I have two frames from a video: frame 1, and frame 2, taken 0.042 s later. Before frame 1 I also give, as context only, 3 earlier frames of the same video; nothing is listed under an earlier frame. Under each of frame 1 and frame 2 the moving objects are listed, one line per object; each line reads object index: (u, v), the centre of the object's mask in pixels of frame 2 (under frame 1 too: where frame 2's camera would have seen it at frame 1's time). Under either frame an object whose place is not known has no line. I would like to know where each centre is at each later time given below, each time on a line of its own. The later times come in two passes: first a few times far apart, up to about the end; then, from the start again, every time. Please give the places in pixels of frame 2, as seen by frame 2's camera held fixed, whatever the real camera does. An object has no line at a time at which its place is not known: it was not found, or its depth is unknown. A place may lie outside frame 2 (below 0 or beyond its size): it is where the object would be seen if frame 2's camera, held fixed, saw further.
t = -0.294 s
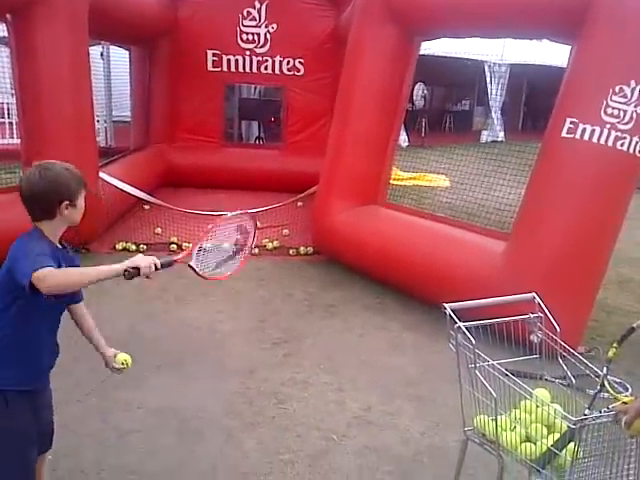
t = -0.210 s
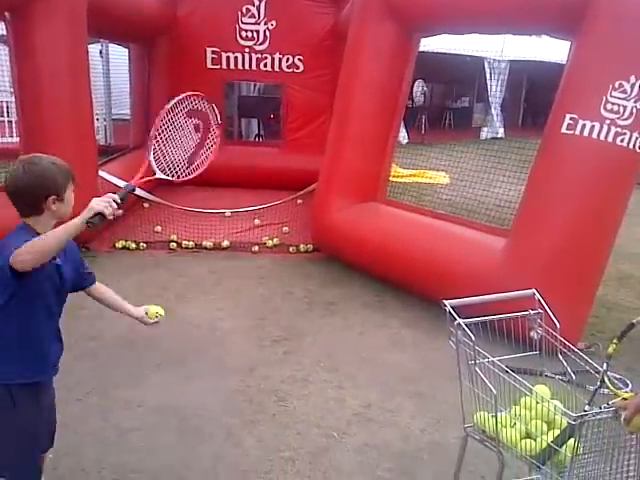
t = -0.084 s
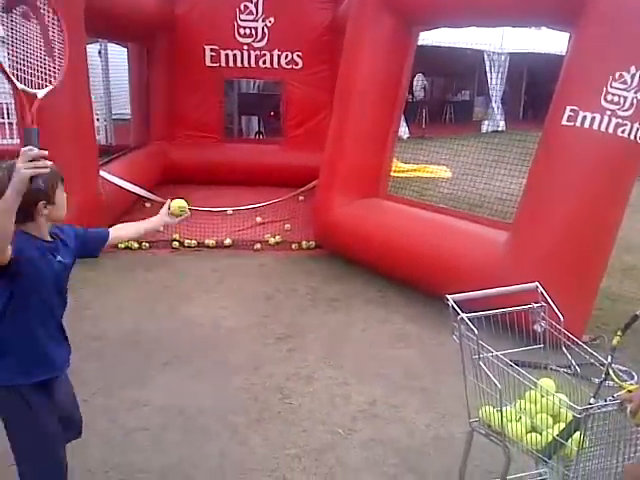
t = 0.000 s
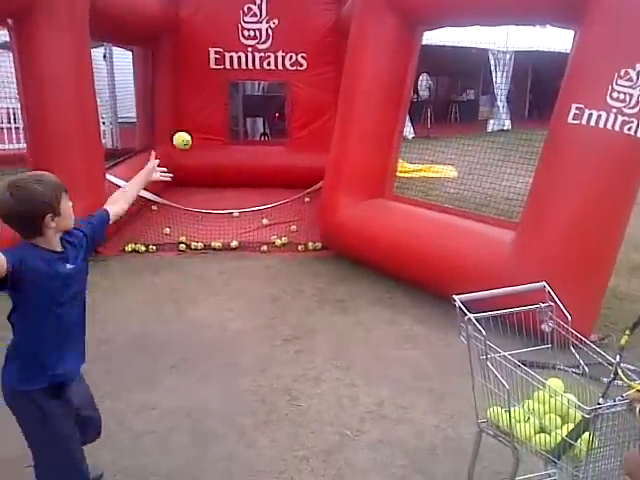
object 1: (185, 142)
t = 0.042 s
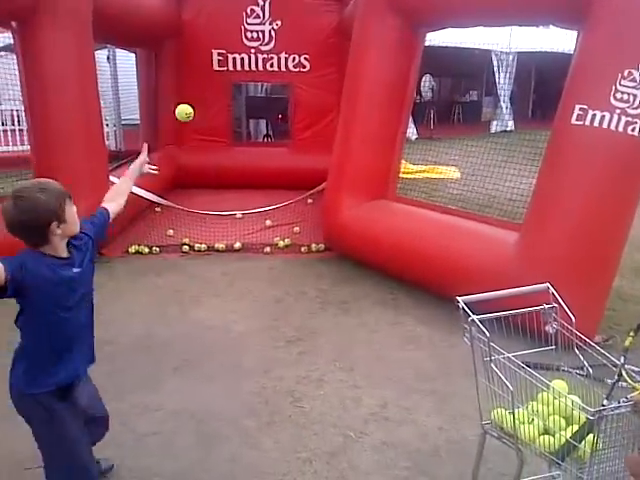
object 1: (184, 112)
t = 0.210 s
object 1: (182, 34)
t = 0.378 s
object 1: (182, 25)
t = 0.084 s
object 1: (183, 87)
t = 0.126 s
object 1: (183, 65)
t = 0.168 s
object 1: (182, 48)
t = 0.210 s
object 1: (182, 34)
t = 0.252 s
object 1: (182, 26)
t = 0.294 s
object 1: (182, 21)
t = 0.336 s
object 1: (182, 21)
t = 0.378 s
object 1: (182, 25)
